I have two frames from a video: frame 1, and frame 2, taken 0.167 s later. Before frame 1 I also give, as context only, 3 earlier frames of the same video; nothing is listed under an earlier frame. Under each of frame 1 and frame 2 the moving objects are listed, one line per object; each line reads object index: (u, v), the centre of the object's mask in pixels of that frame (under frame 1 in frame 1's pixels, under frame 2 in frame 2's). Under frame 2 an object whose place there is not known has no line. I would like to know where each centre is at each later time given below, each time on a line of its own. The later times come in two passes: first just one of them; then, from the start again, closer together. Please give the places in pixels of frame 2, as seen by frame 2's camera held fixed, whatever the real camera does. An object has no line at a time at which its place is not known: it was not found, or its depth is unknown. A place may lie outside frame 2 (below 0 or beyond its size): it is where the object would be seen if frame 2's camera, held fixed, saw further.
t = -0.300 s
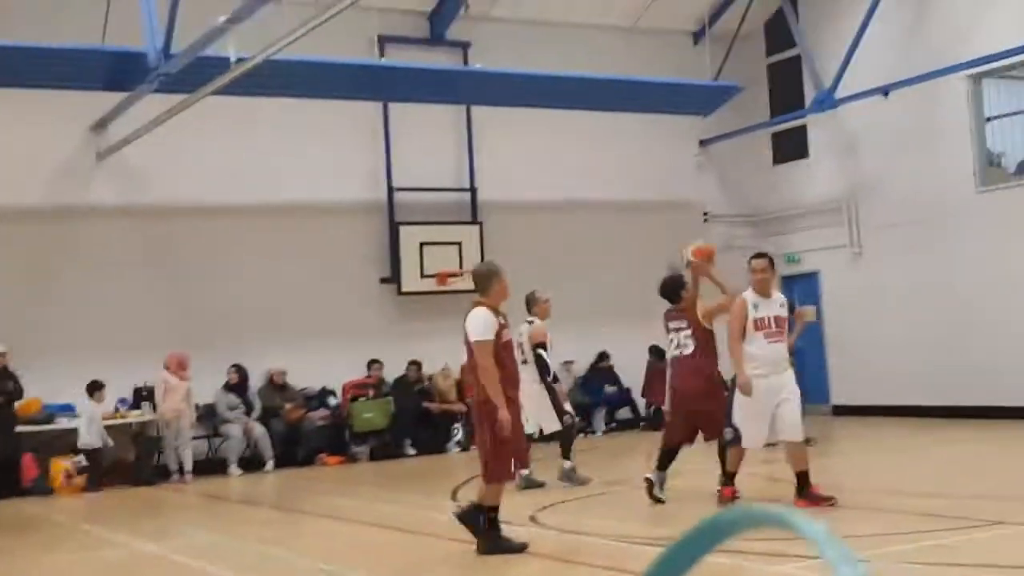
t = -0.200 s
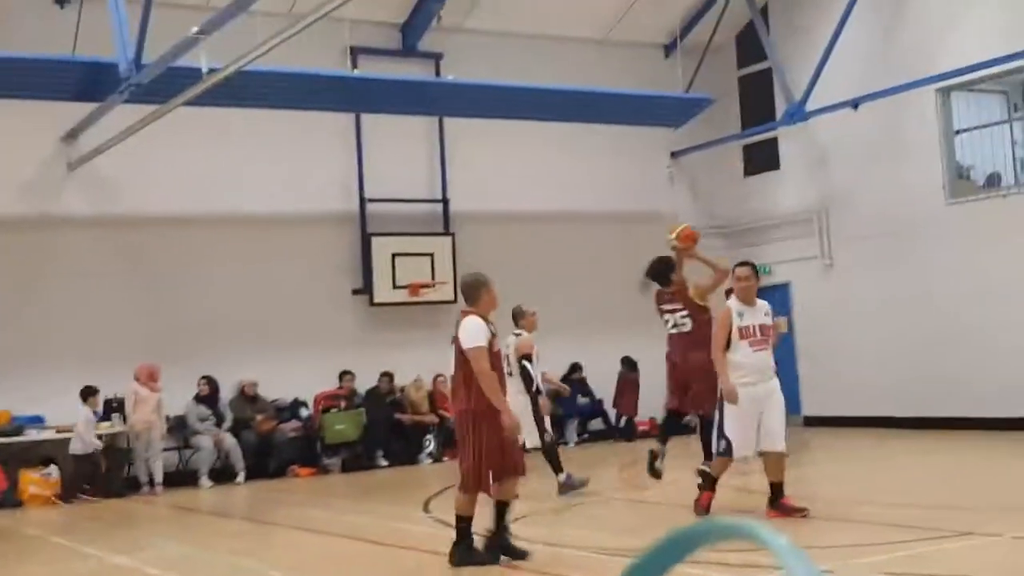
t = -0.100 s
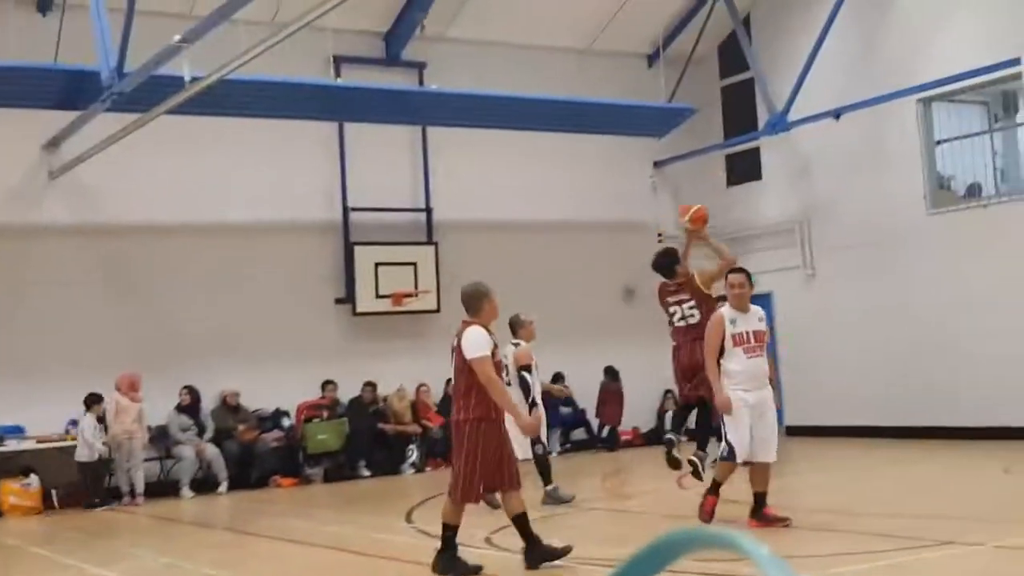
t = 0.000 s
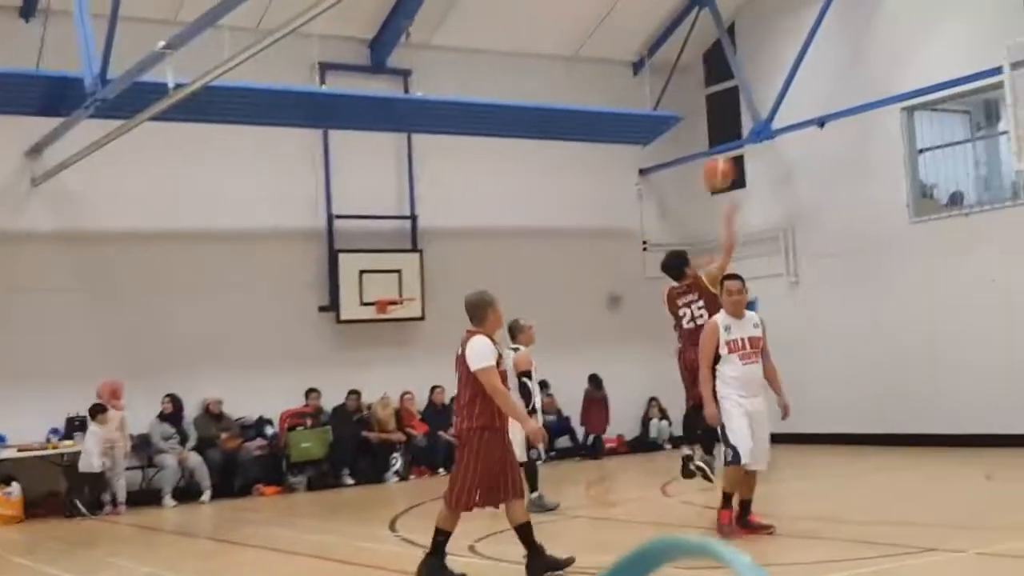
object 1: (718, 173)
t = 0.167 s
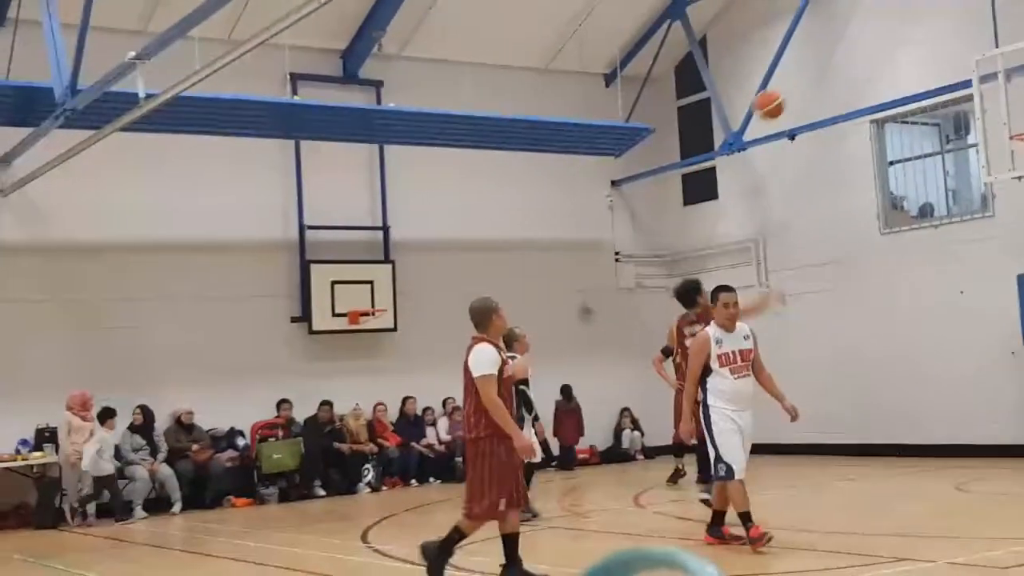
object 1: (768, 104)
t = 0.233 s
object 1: (801, 84)
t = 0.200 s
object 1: (785, 93)
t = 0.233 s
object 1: (801, 84)
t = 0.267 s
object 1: (815, 76)
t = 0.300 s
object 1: (830, 69)
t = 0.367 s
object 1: (861, 58)
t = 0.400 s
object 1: (875, 56)
